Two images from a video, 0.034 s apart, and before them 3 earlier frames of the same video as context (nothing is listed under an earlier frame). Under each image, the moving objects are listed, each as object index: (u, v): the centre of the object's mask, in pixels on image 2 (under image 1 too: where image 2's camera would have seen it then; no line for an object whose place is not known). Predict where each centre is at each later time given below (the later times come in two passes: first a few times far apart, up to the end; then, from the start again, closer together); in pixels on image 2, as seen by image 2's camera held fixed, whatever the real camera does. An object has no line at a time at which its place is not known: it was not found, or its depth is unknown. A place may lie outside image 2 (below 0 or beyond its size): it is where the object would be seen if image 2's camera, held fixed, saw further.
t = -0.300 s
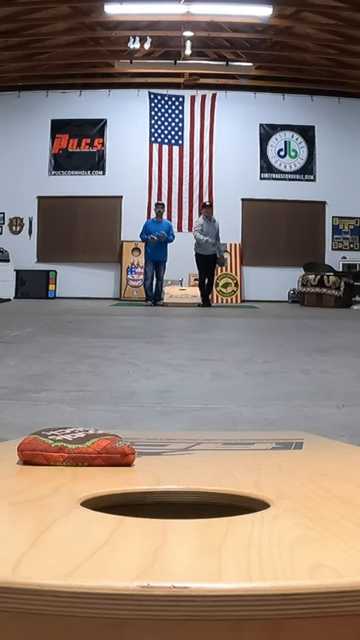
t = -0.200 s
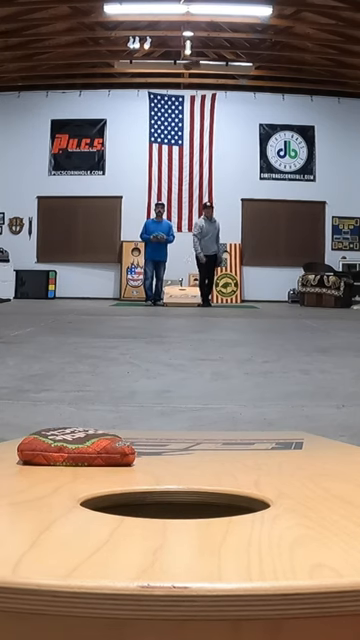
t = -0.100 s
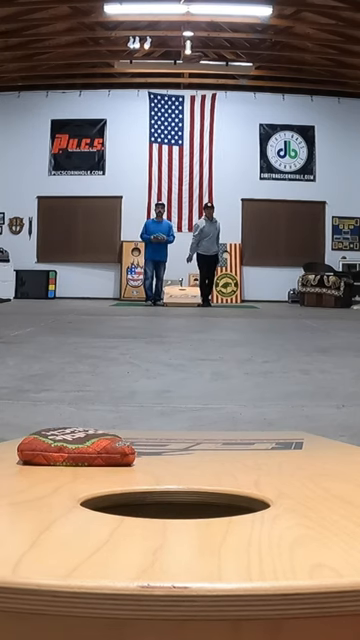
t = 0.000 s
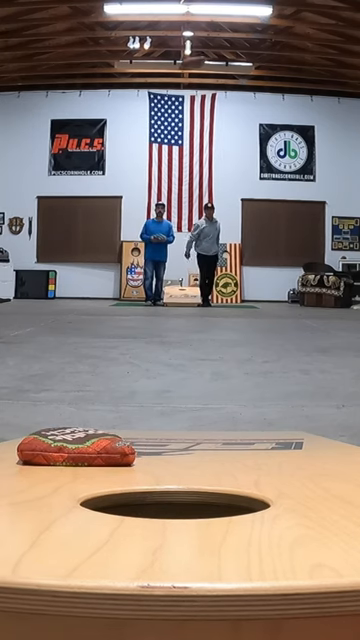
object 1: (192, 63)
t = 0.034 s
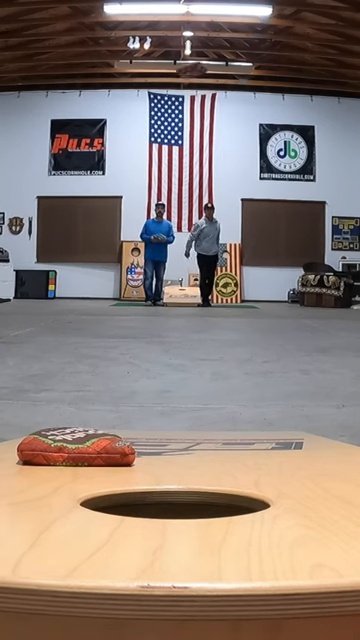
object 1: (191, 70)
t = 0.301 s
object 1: (190, 381)
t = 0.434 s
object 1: (183, 430)
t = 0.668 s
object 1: (201, 484)
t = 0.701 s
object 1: (217, 490)
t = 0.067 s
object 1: (191, 80)
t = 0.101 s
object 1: (191, 91)
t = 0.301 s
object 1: (190, 381)
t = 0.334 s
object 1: (189, 430)
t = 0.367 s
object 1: (186, 426)
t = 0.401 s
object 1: (183, 425)
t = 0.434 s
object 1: (183, 430)
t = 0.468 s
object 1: (182, 442)
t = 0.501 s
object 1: (180, 453)
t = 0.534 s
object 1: (181, 458)
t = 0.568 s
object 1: (185, 463)
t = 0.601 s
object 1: (190, 472)
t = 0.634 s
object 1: (193, 481)
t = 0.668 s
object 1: (201, 484)
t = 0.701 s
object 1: (217, 490)
